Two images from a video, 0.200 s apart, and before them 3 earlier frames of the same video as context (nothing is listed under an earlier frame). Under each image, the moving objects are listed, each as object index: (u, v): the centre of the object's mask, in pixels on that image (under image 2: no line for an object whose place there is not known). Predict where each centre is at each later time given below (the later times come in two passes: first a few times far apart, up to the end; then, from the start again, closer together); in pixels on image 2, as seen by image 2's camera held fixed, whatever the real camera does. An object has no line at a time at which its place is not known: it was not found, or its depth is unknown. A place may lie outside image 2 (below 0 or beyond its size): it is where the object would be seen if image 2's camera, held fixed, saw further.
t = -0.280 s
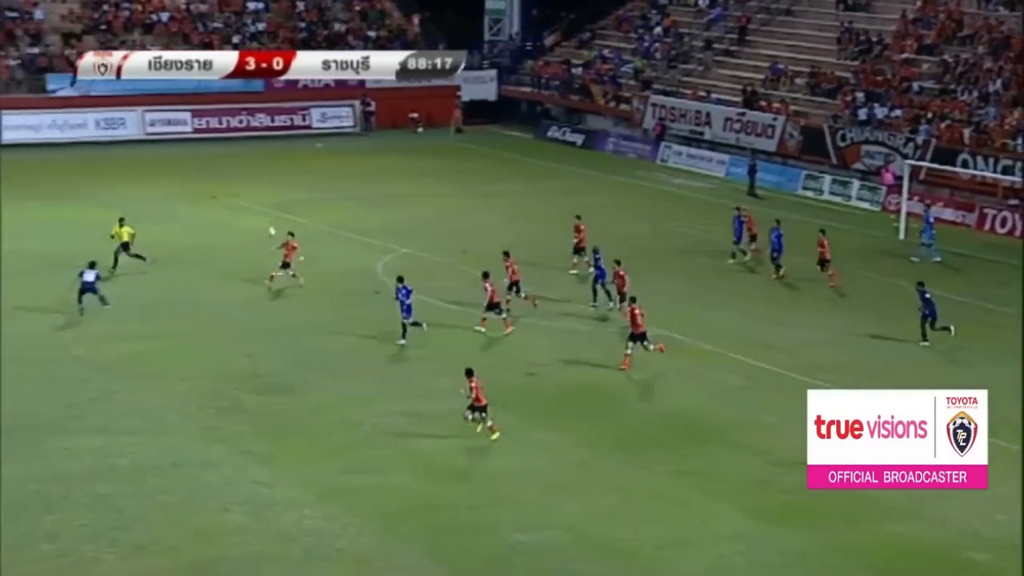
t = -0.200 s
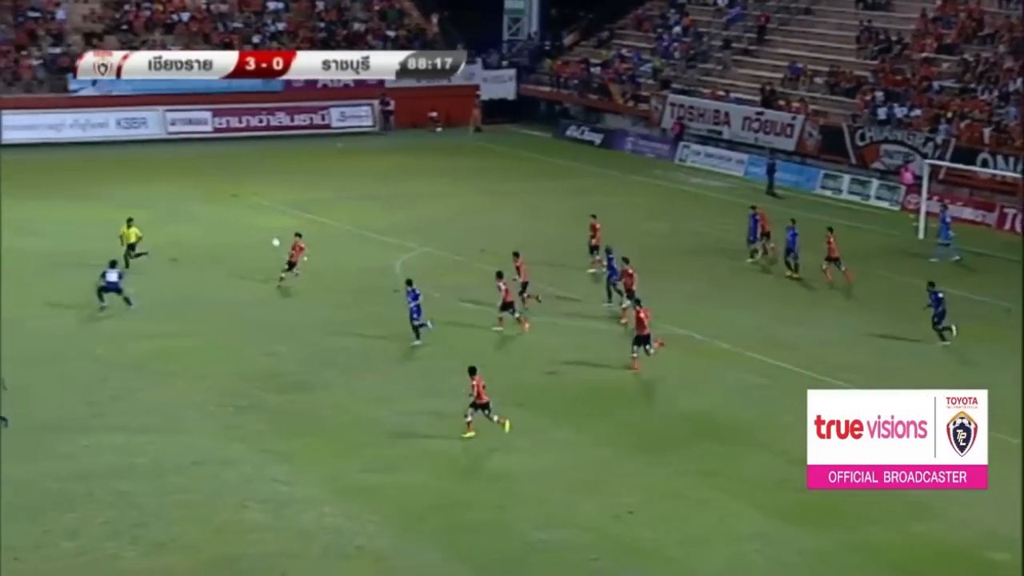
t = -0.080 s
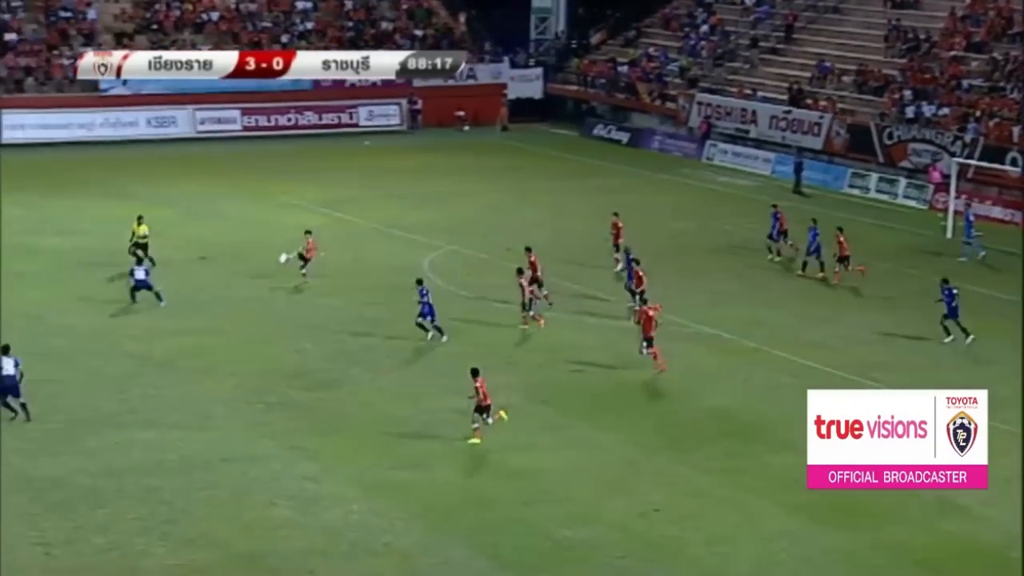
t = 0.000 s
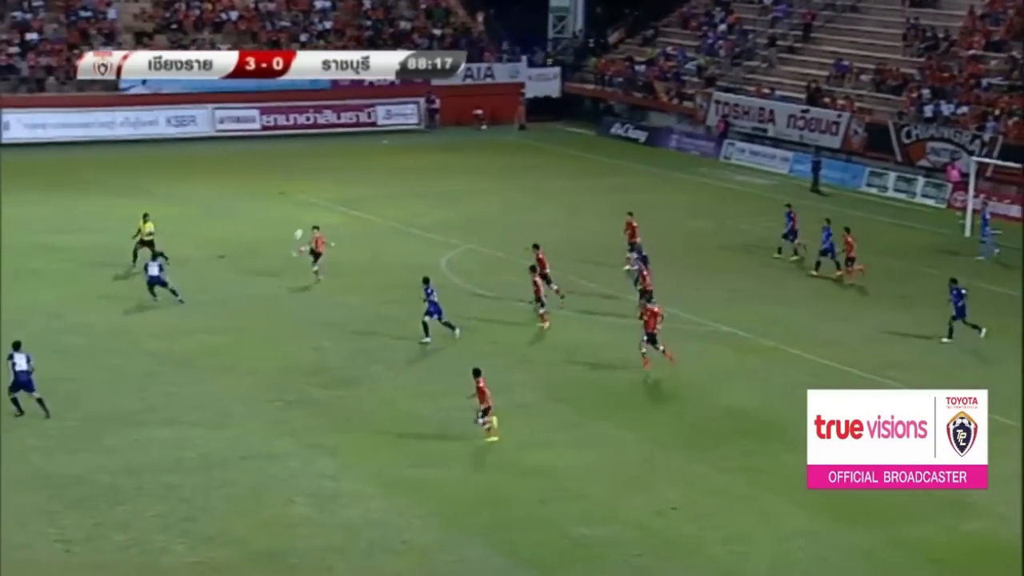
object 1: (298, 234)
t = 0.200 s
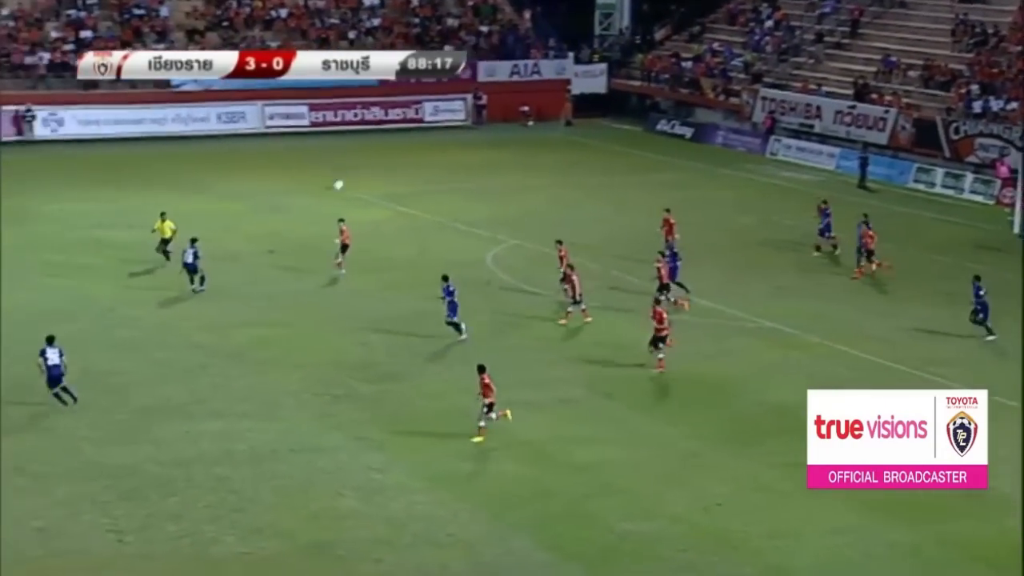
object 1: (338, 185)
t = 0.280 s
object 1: (338, 170)
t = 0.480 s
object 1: (333, 148)
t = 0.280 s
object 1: (338, 170)
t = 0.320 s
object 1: (337, 165)
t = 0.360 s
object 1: (336, 160)
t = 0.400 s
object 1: (336, 154)
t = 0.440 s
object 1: (334, 151)
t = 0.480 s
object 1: (333, 148)
